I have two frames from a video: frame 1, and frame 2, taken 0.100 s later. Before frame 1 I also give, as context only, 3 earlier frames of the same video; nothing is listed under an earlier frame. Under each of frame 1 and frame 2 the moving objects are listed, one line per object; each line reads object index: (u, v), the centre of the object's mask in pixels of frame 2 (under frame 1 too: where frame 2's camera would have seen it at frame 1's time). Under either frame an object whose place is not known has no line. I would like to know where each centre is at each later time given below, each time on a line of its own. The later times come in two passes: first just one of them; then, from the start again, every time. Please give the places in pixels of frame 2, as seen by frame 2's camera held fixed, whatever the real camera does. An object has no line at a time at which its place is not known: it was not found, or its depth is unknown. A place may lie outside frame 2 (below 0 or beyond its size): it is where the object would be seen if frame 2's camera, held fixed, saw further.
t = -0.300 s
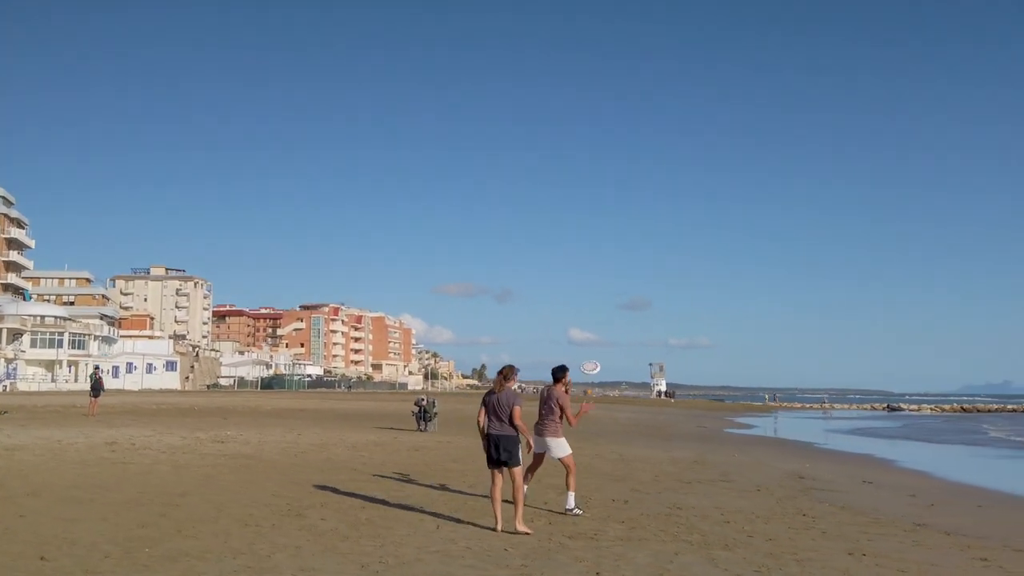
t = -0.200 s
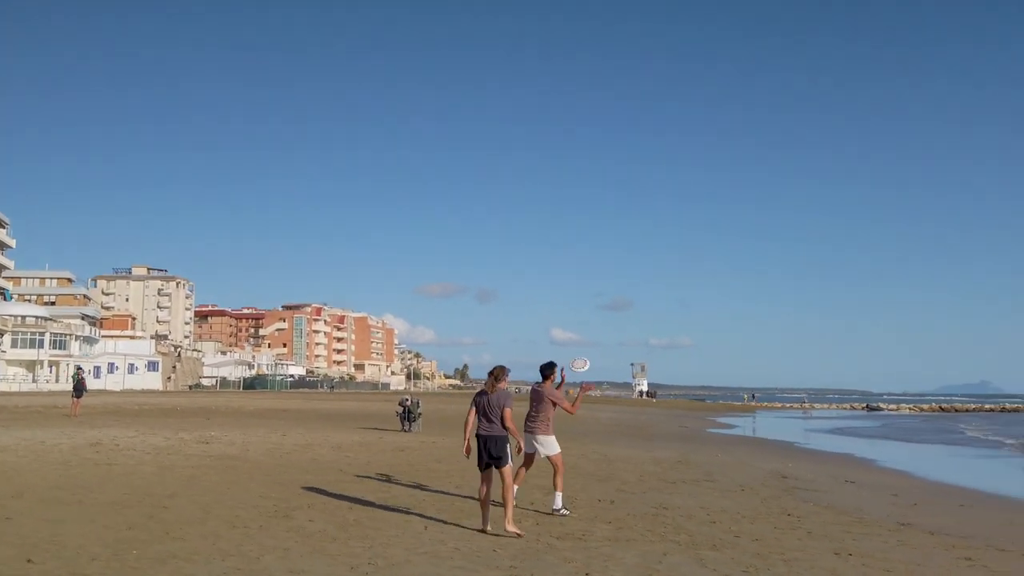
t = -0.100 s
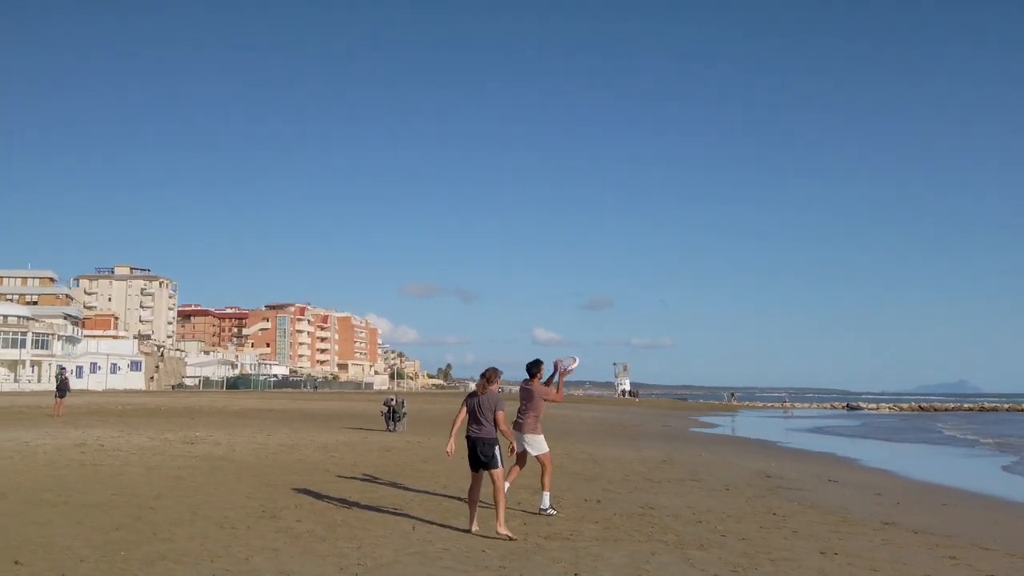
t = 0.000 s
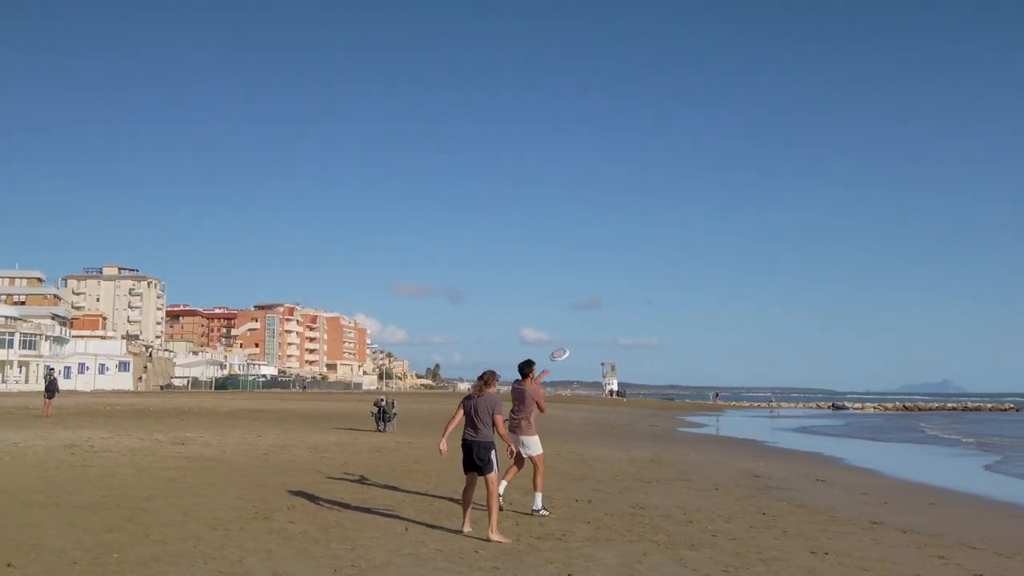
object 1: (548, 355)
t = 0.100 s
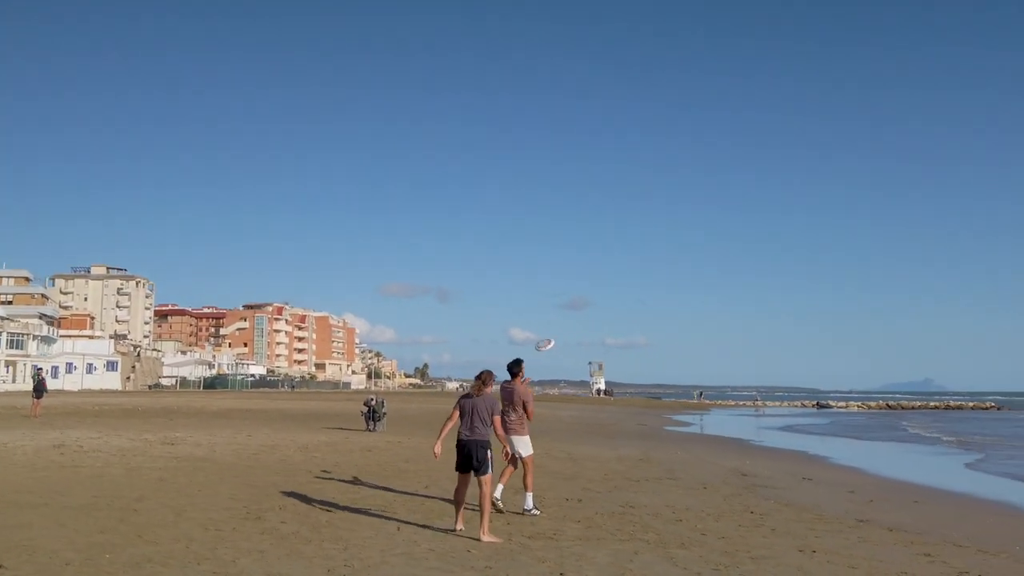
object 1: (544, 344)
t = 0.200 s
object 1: (539, 336)
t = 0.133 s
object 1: (543, 341)
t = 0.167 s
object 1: (541, 338)
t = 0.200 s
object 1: (539, 336)
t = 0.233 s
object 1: (536, 333)
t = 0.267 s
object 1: (531, 329)
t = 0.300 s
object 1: (528, 327)
